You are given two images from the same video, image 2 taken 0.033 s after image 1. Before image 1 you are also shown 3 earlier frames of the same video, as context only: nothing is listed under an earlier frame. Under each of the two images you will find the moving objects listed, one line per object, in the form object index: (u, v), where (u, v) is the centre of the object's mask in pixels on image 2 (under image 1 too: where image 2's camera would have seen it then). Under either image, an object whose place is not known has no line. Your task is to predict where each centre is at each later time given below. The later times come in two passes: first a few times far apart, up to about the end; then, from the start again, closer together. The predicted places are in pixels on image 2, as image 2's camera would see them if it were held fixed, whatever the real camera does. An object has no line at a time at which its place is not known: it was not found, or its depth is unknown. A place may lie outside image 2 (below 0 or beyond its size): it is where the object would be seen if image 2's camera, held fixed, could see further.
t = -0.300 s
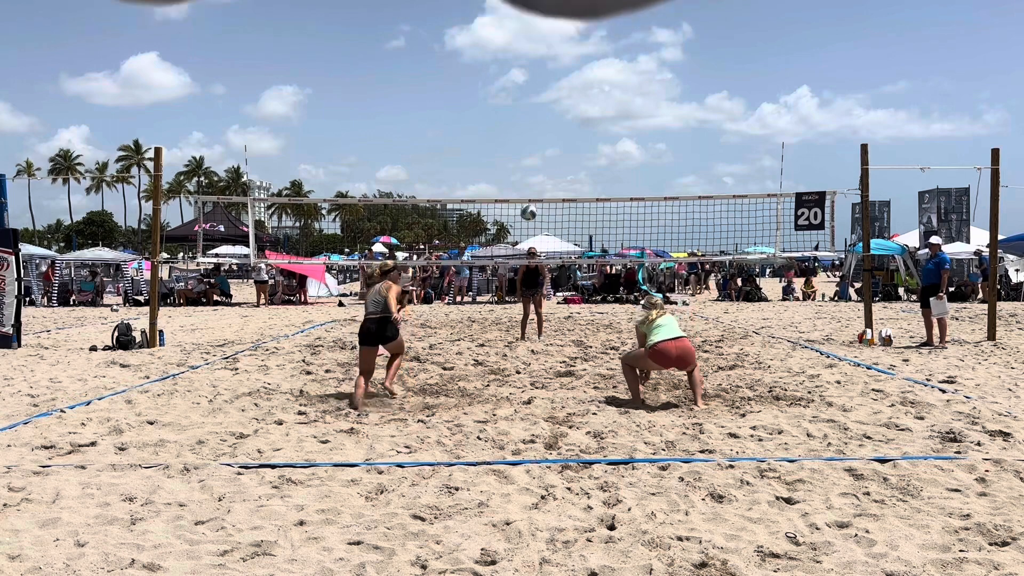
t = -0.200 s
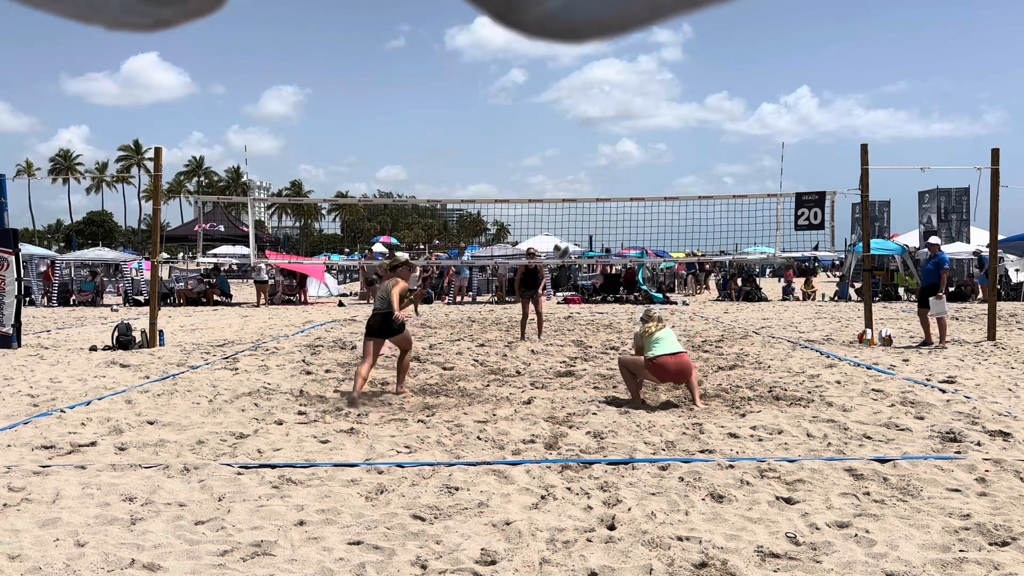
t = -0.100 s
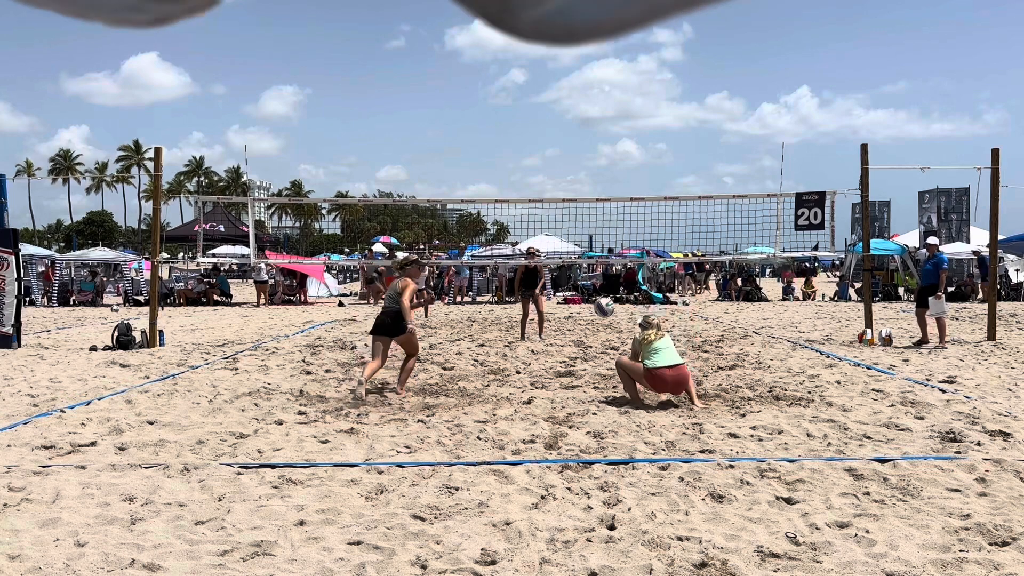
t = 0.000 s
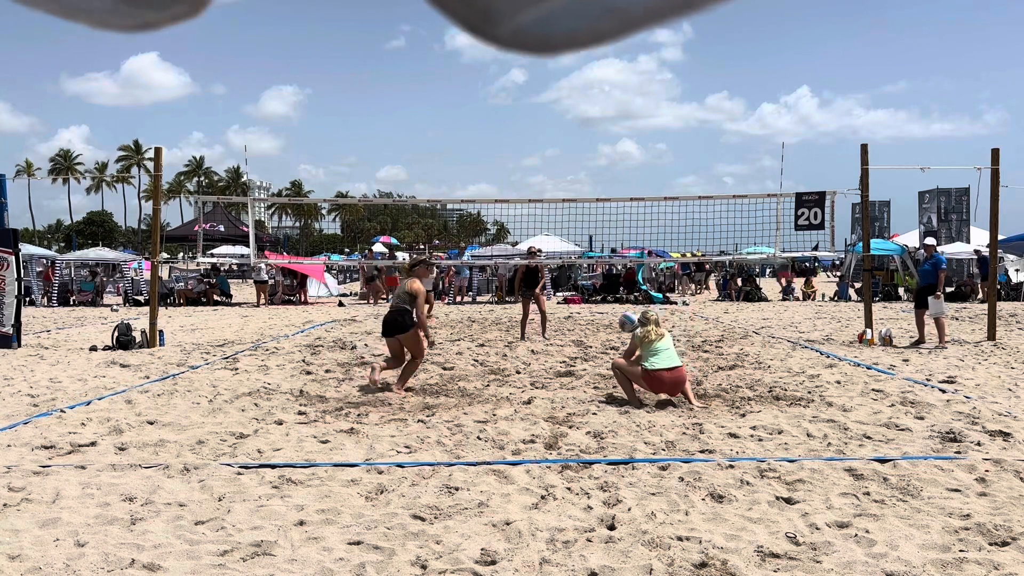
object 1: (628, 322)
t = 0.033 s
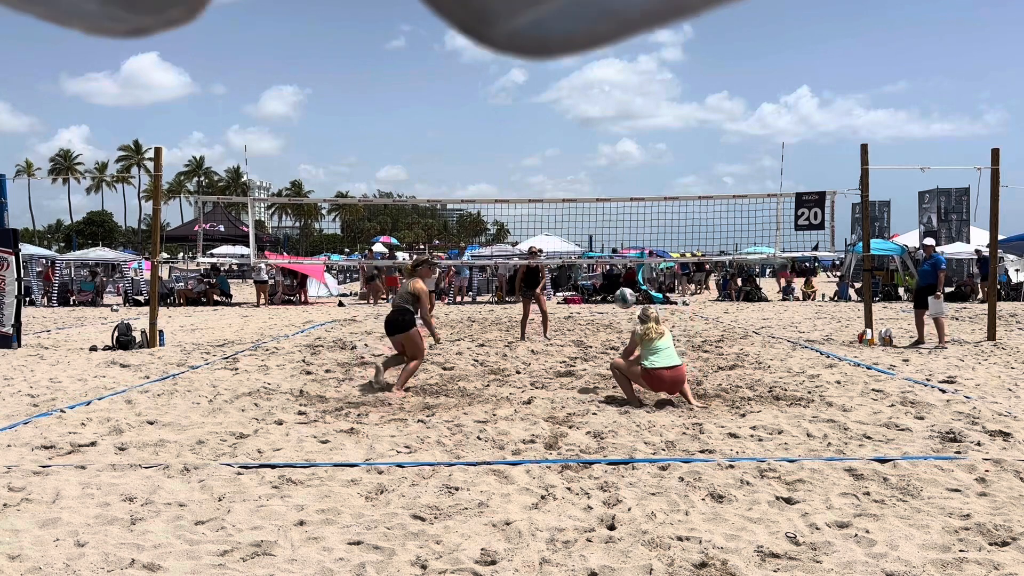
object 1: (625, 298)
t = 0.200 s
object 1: (605, 200)
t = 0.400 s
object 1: (583, 132)
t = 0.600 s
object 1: (565, 105)
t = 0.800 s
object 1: (548, 112)
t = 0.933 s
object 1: (538, 131)
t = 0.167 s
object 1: (609, 218)
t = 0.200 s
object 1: (605, 200)
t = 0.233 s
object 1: (601, 187)
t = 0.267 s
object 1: (596, 173)
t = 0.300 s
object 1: (593, 160)
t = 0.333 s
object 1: (590, 149)
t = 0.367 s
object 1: (586, 140)
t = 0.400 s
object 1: (583, 132)
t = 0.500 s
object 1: (574, 114)
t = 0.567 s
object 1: (568, 109)
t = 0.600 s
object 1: (565, 105)
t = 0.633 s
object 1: (562, 104)
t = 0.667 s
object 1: (559, 104)
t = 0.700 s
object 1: (556, 105)
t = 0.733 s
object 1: (554, 107)
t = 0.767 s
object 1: (551, 109)
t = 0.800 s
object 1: (548, 112)
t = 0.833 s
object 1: (546, 117)
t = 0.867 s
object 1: (543, 121)
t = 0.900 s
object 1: (541, 126)
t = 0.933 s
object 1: (538, 131)
